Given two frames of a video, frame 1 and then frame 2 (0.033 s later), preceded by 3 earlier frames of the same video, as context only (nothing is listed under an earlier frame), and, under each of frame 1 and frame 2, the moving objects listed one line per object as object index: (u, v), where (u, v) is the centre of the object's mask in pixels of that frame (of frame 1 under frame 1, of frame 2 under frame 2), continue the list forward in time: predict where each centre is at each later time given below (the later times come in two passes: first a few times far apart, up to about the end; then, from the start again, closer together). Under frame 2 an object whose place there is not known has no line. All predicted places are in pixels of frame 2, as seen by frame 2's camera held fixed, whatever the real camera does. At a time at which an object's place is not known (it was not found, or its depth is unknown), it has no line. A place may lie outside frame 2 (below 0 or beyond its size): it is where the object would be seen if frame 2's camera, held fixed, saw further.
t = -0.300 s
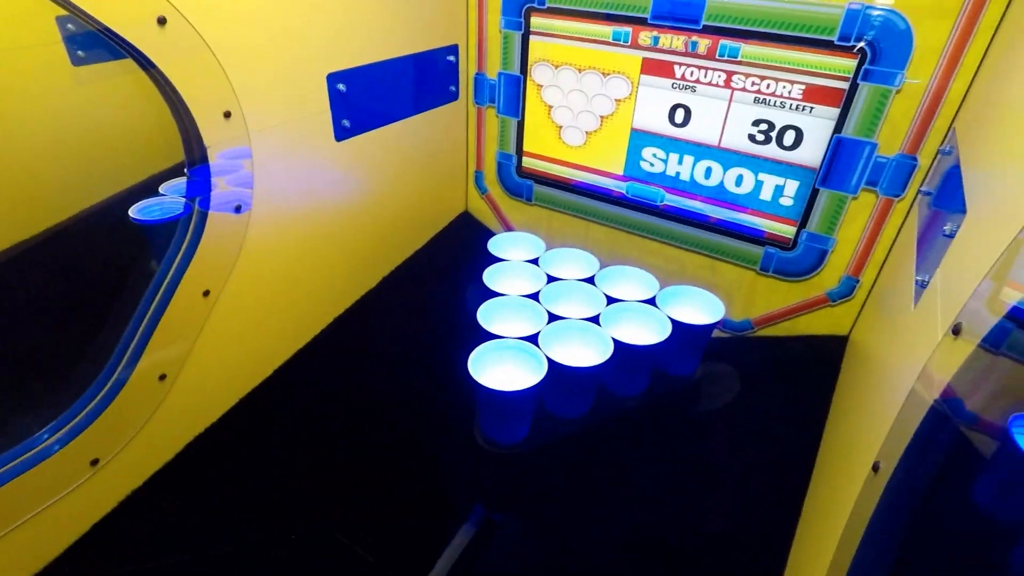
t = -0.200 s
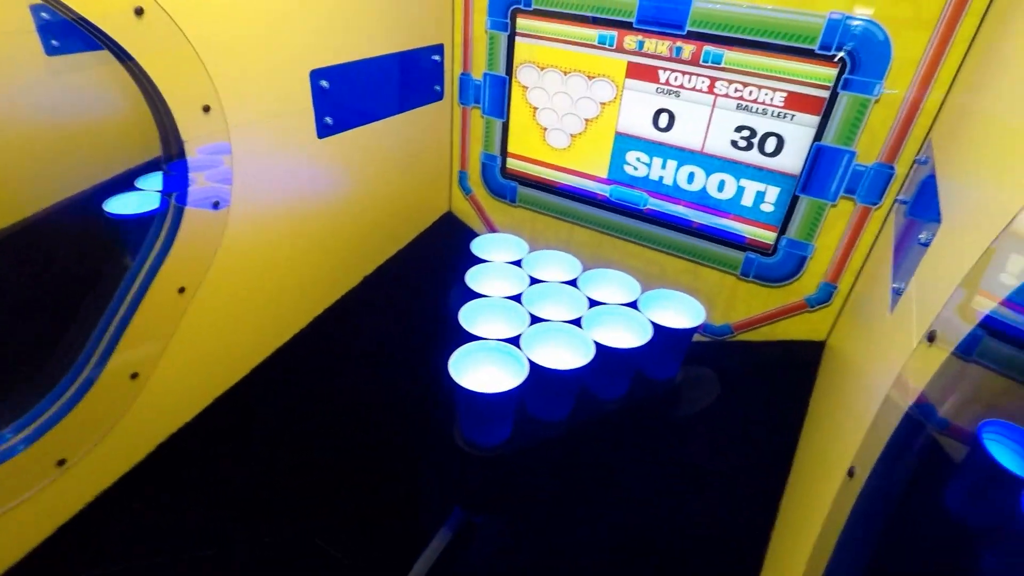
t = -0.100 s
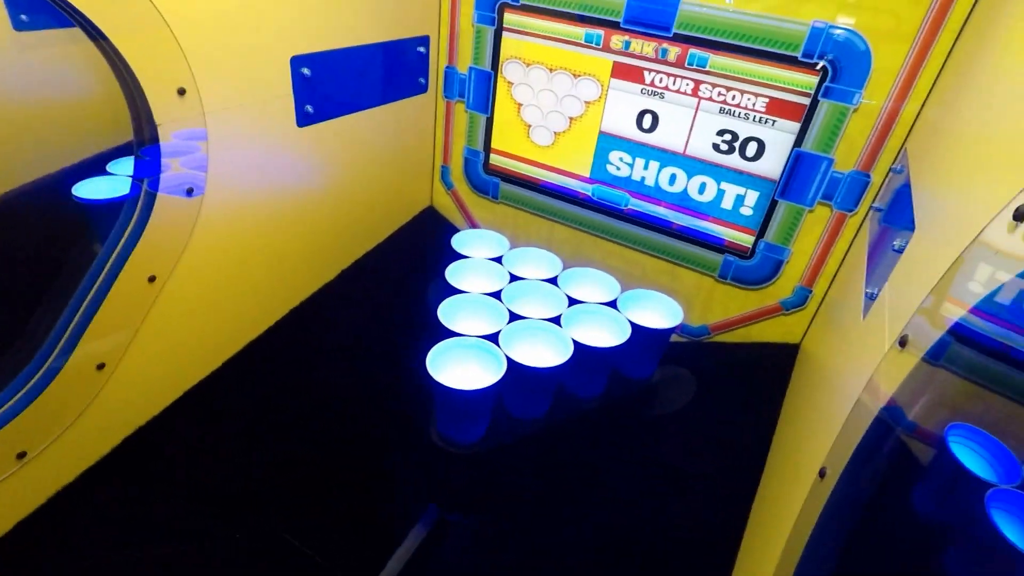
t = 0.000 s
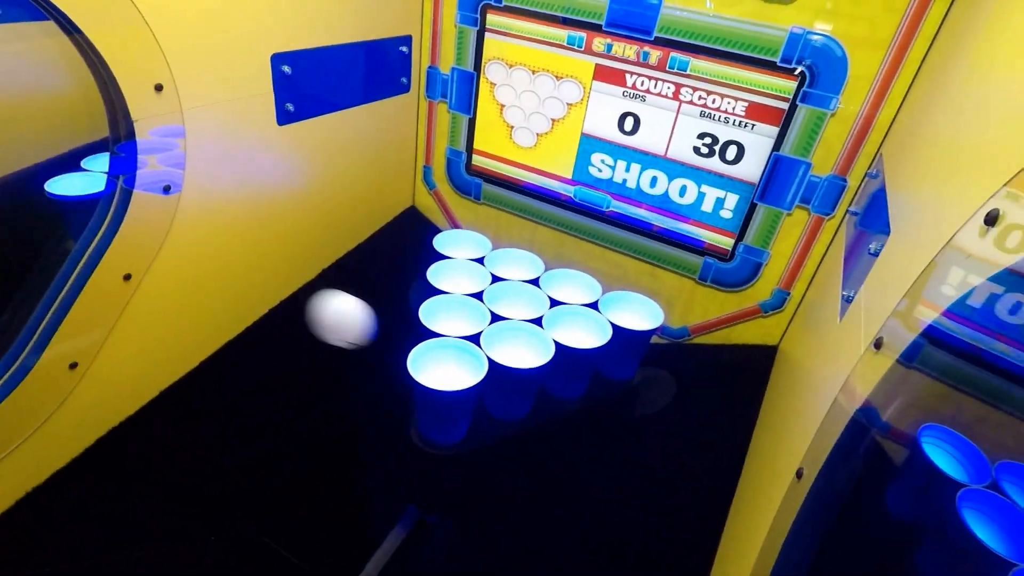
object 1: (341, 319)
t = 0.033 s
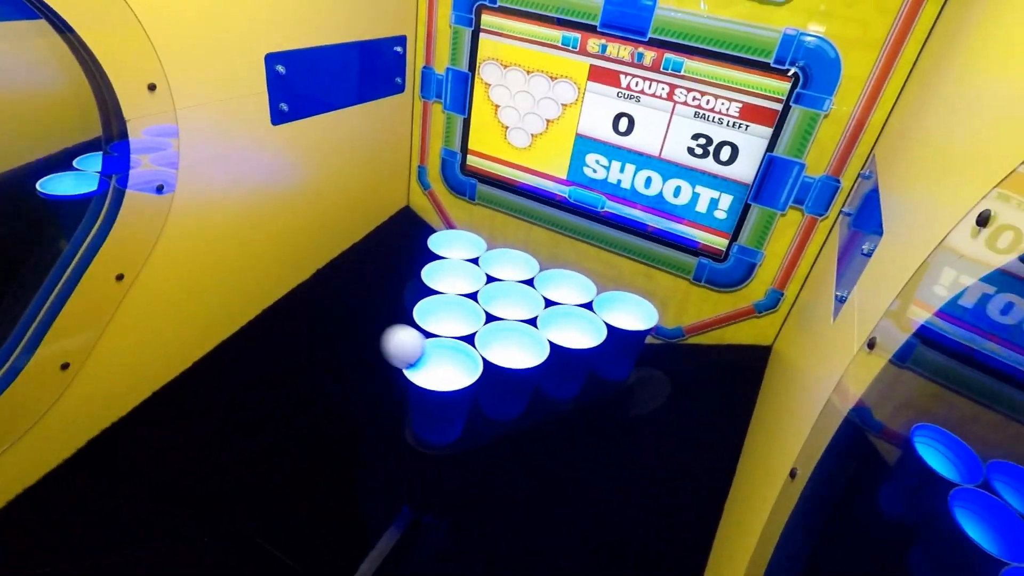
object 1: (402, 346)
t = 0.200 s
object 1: (463, 350)
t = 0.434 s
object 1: (347, 485)
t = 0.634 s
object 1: (348, 568)
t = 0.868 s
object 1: (433, 558)
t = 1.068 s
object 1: (404, 538)
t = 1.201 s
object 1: (405, 571)
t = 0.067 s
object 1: (450, 370)
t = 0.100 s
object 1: (435, 360)
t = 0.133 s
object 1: (425, 370)
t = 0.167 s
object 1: (457, 369)
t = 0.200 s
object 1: (463, 350)
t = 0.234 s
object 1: (439, 338)
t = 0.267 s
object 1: (416, 345)
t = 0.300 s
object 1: (403, 357)
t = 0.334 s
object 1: (391, 377)
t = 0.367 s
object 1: (377, 404)
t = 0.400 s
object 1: (363, 440)
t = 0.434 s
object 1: (347, 485)
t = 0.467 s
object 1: (333, 535)
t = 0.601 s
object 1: (338, 571)
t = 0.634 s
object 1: (348, 568)
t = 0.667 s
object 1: (358, 570)
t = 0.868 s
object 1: (433, 558)
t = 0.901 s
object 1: (433, 540)
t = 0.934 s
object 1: (433, 531)
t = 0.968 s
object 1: (428, 539)
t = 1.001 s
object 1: (421, 534)
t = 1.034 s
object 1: (412, 534)
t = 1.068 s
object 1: (404, 538)
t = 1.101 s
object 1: (406, 545)
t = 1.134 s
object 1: (409, 556)
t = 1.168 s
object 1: (408, 564)
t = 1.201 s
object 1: (405, 571)
